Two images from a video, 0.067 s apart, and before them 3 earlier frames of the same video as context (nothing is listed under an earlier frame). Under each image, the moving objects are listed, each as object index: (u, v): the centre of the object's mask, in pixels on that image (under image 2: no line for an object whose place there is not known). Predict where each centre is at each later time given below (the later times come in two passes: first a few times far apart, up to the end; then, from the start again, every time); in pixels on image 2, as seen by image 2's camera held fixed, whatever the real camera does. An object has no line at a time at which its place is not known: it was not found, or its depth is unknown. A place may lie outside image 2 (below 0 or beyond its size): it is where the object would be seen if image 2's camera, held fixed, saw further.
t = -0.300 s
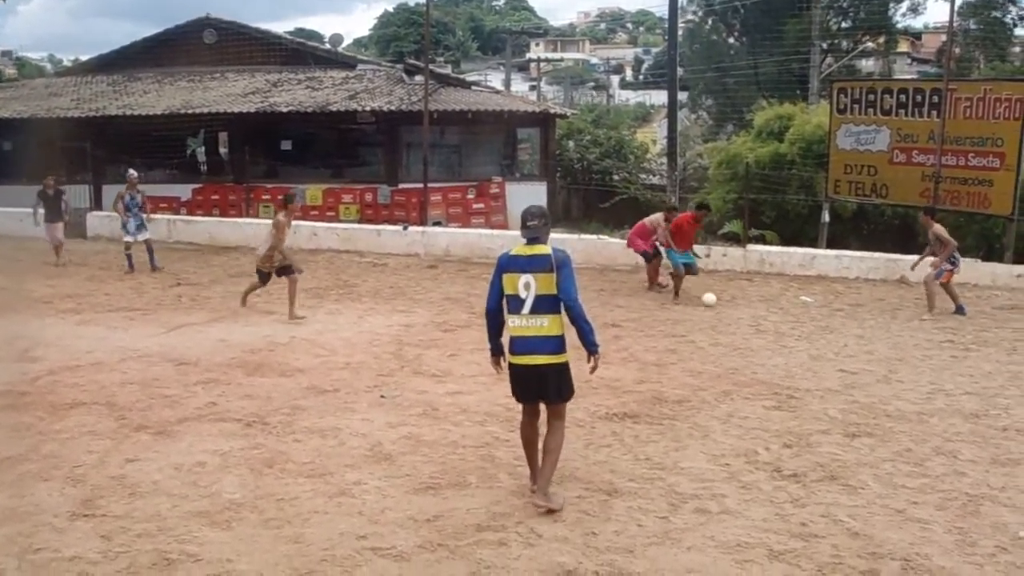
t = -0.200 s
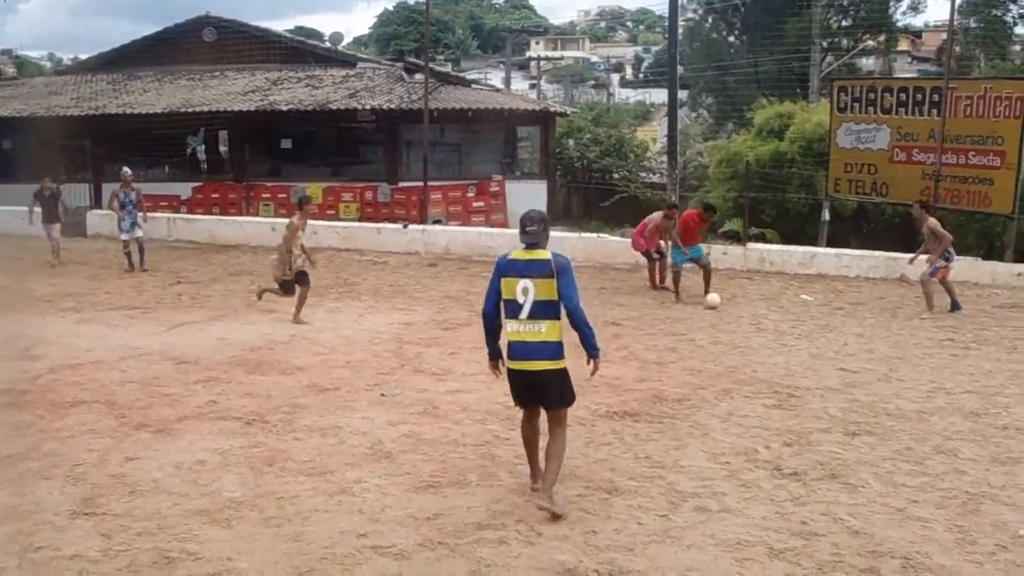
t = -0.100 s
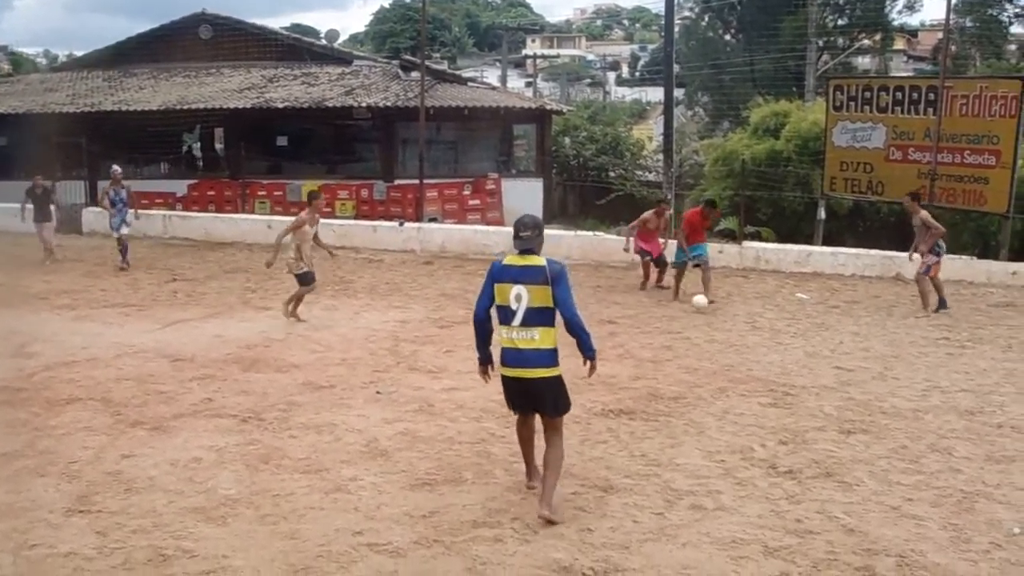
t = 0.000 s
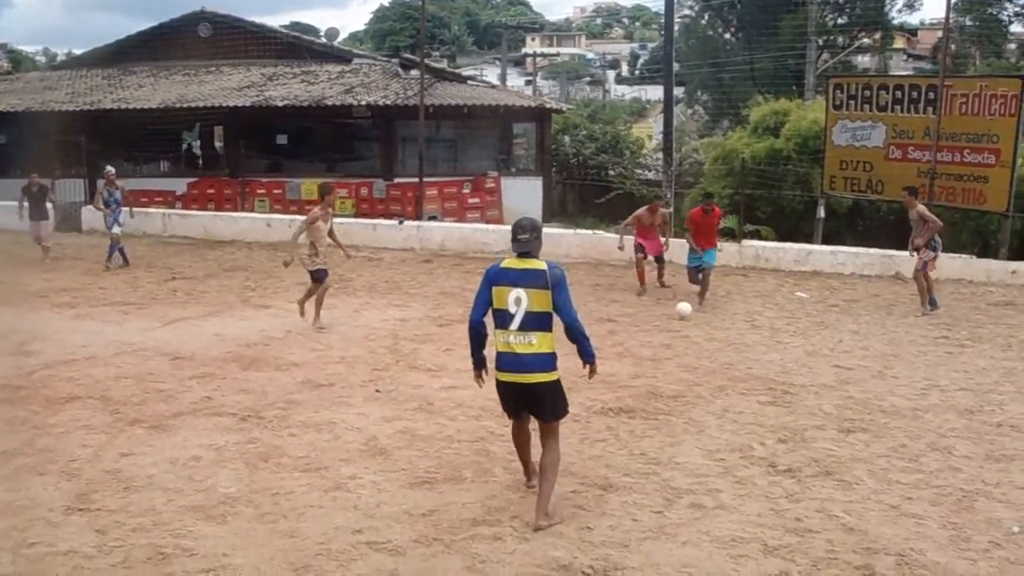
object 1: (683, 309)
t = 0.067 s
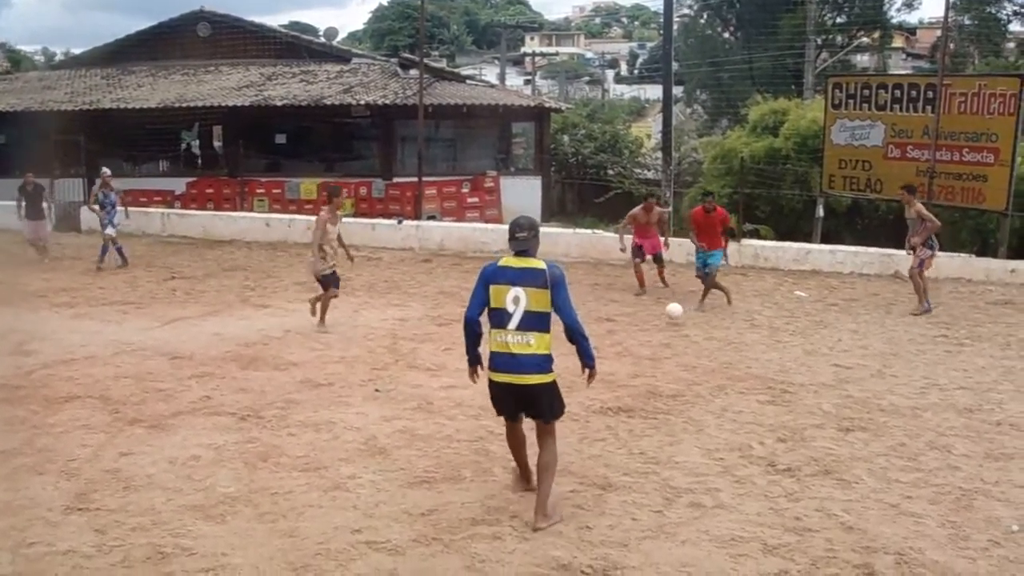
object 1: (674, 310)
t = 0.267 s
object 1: (647, 328)
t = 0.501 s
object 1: (613, 347)
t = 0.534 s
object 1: (608, 352)
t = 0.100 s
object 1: (670, 310)
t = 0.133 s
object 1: (665, 312)
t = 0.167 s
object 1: (661, 314)
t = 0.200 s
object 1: (656, 318)
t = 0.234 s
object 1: (652, 323)
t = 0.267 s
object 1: (647, 328)
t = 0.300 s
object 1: (641, 337)
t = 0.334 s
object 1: (637, 337)
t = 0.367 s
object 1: (633, 336)
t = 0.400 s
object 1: (628, 337)
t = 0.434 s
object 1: (623, 338)
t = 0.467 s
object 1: (618, 342)
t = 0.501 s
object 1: (613, 347)
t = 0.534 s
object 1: (608, 352)
